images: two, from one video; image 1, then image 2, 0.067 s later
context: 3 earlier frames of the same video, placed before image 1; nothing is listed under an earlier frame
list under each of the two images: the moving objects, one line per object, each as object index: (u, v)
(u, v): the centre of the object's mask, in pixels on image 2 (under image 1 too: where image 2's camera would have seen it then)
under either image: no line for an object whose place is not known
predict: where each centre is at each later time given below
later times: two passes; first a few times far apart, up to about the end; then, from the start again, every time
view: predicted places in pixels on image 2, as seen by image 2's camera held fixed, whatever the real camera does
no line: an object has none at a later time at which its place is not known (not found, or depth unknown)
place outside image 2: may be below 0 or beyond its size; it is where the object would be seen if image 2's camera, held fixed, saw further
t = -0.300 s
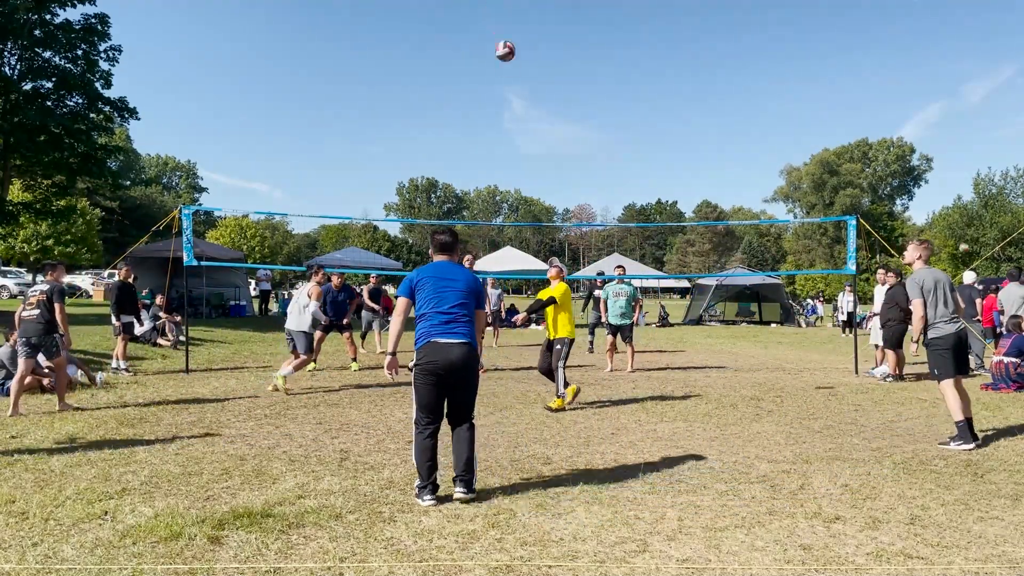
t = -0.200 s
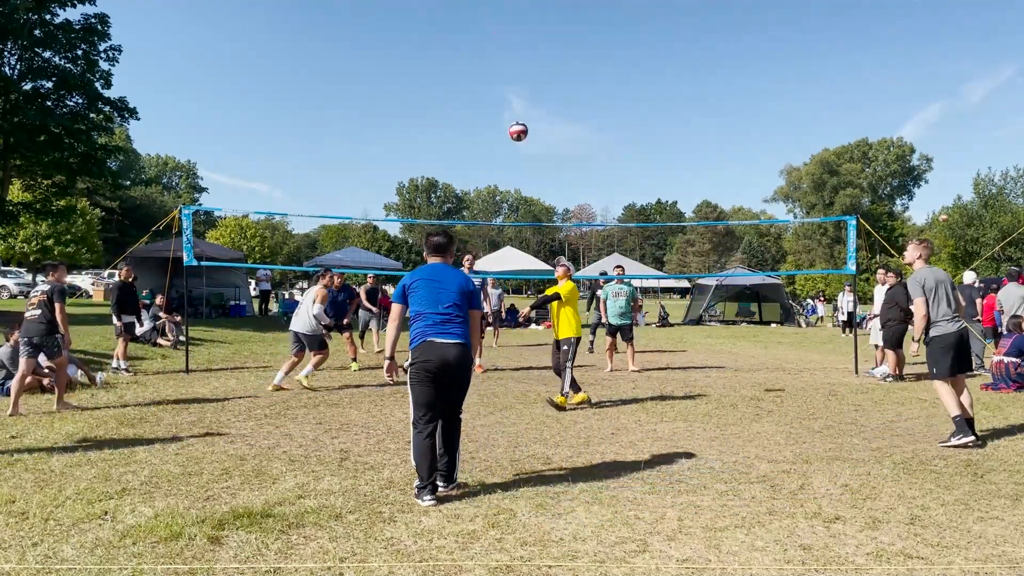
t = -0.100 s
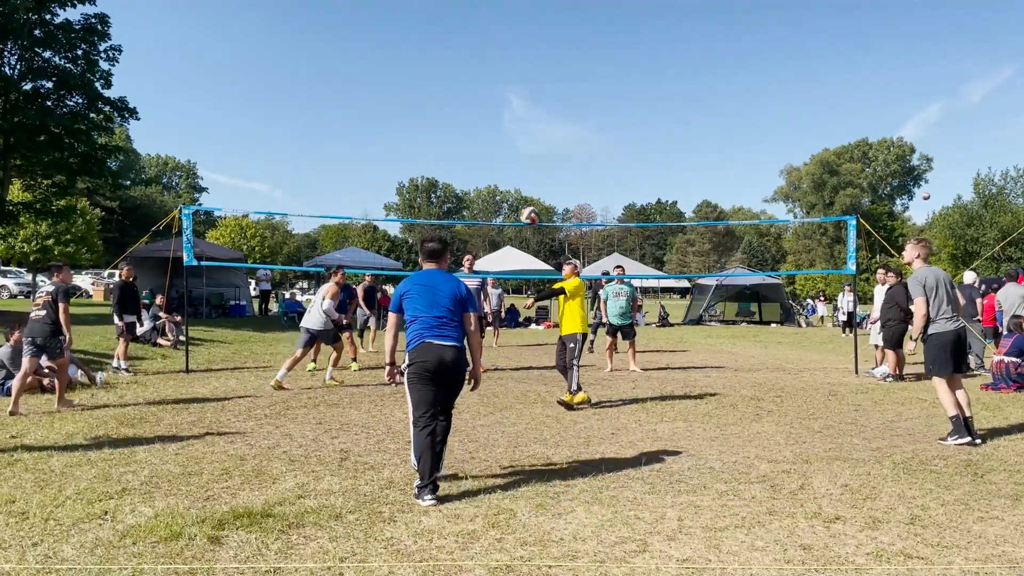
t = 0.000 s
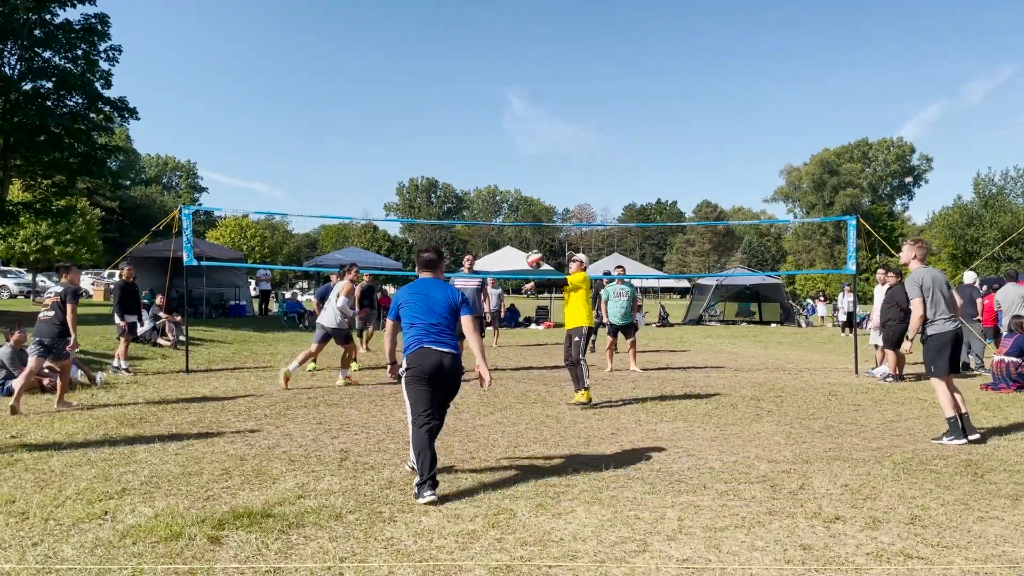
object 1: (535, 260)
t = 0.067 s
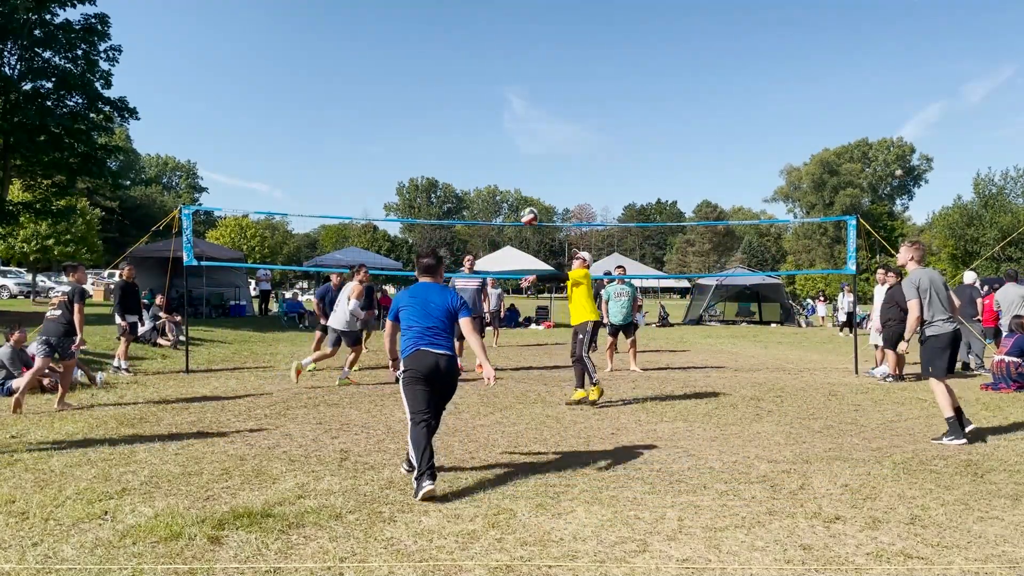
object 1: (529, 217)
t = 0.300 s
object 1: (512, 101)
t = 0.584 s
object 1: (493, 29)
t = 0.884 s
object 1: (475, 31)
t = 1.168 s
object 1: (461, 102)
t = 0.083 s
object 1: (528, 206)
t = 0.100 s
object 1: (527, 197)
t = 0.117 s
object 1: (526, 187)
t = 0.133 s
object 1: (525, 179)
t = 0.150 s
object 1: (523, 170)
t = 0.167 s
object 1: (522, 161)
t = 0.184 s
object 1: (521, 153)
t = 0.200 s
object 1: (520, 145)
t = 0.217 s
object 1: (518, 137)
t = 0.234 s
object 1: (517, 129)
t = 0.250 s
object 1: (516, 122)
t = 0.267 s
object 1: (515, 115)
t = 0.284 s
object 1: (514, 108)
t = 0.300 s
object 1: (512, 101)
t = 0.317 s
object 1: (511, 95)
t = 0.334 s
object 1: (510, 89)
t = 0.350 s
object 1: (509, 83)
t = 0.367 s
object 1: (508, 78)
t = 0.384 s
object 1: (507, 72)
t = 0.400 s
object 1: (505, 67)
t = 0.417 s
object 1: (504, 62)
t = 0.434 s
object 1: (503, 58)
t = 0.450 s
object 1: (502, 54)
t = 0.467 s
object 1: (501, 50)
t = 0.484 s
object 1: (500, 46)
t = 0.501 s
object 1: (499, 42)
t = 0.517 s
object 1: (498, 39)
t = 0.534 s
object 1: (497, 36)
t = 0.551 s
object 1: (496, 34)
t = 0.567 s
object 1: (495, 31)
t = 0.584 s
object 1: (493, 29)
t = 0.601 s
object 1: (492, 27)
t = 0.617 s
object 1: (492, 25)
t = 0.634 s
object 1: (490, 24)
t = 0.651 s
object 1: (489, 23)
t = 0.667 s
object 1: (488, 22)
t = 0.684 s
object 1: (487, 21)
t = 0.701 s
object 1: (486, 20)
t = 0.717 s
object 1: (485, 20)
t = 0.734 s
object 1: (484, 20)
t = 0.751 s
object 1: (483, 21)
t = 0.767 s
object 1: (482, 21)
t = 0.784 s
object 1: (481, 21)
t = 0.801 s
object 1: (480, 23)
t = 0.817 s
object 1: (479, 24)
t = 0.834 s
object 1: (478, 25)
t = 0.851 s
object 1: (477, 27)
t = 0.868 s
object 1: (476, 29)
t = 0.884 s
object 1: (475, 31)
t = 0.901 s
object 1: (474, 34)
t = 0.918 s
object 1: (474, 36)
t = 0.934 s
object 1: (473, 39)
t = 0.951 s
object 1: (472, 42)
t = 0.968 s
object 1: (471, 45)
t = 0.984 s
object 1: (470, 49)
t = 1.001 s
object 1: (469, 53)
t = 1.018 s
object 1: (468, 57)
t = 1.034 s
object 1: (467, 61)
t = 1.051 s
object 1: (466, 65)
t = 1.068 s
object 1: (465, 70)
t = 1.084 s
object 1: (465, 75)
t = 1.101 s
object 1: (464, 80)
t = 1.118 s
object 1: (463, 85)
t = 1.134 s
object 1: (462, 91)
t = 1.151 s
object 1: (461, 97)
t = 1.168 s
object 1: (461, 102)
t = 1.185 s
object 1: (460, 108)
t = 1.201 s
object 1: (459, 115)
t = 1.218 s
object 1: (458, 121)
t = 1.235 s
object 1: (457, 128)
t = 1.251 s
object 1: (457, 135)
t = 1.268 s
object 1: (456, 142)
